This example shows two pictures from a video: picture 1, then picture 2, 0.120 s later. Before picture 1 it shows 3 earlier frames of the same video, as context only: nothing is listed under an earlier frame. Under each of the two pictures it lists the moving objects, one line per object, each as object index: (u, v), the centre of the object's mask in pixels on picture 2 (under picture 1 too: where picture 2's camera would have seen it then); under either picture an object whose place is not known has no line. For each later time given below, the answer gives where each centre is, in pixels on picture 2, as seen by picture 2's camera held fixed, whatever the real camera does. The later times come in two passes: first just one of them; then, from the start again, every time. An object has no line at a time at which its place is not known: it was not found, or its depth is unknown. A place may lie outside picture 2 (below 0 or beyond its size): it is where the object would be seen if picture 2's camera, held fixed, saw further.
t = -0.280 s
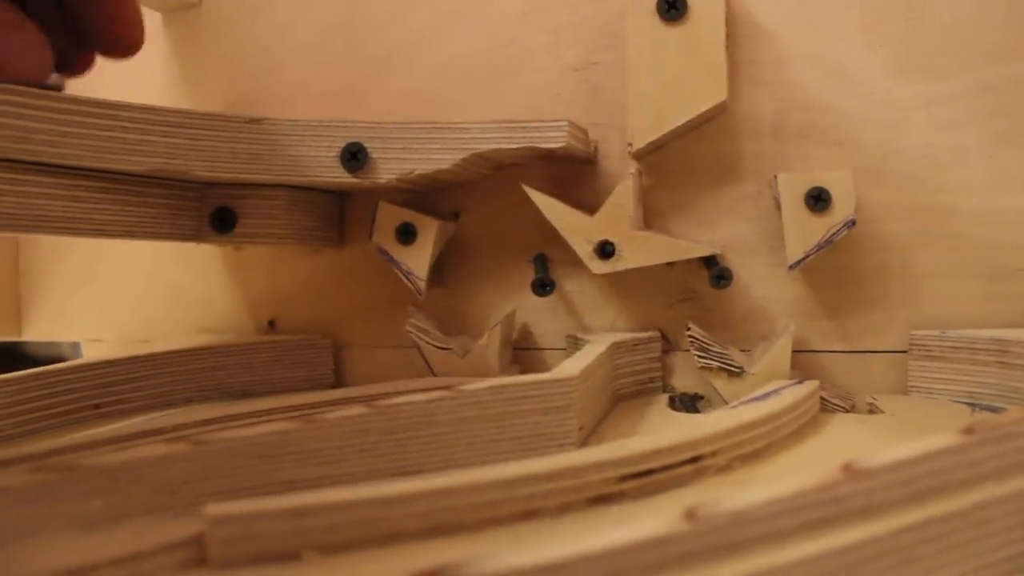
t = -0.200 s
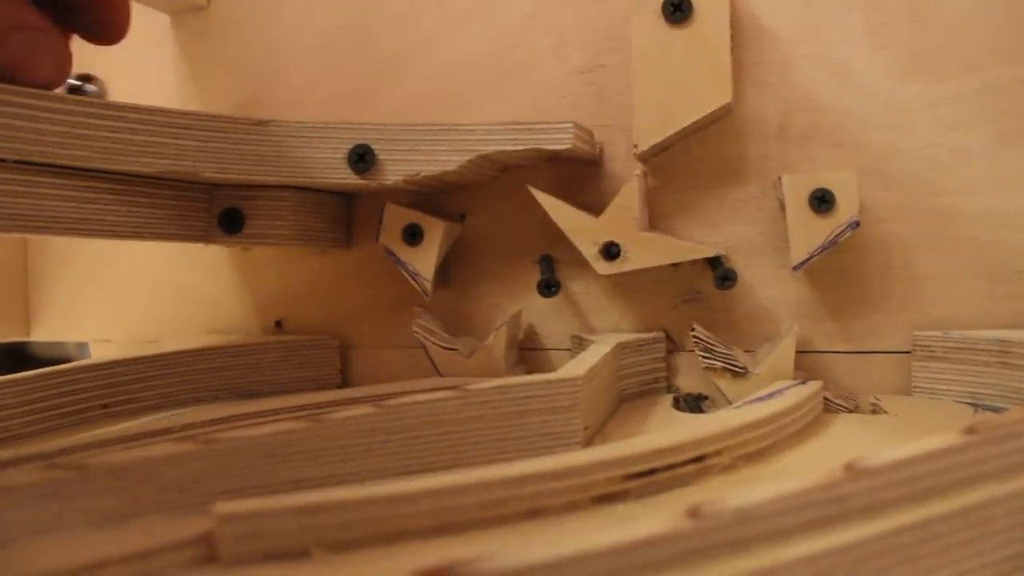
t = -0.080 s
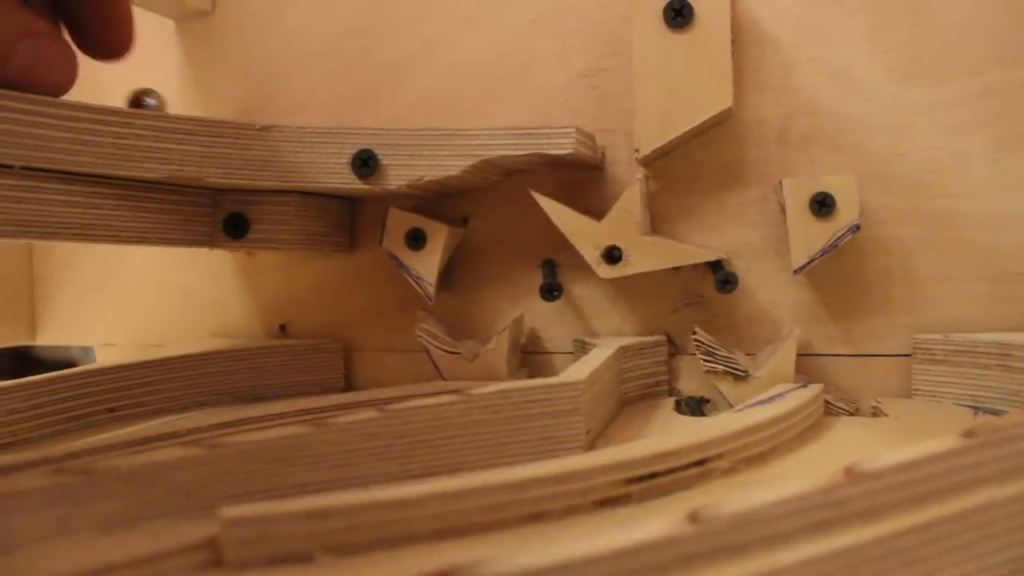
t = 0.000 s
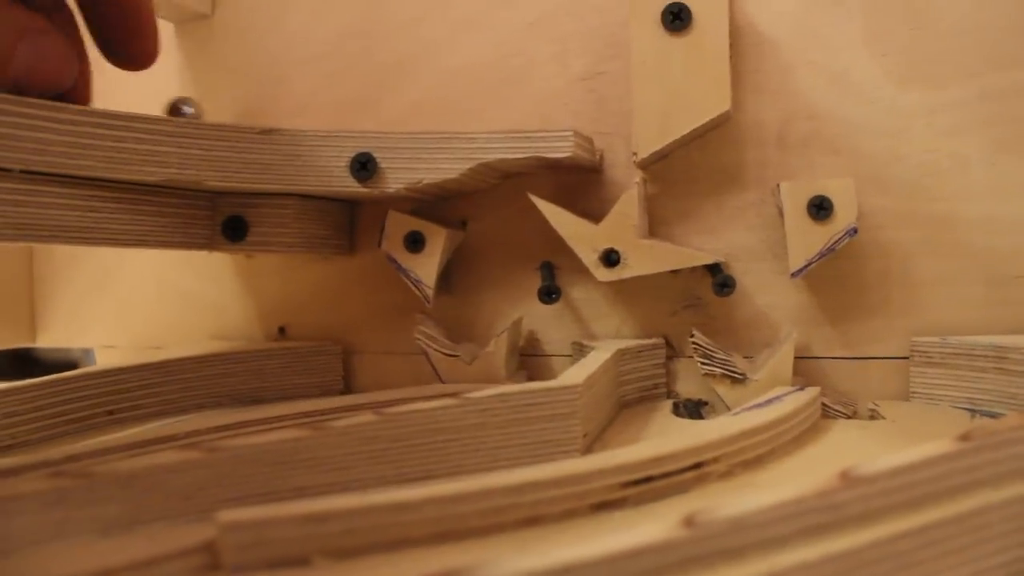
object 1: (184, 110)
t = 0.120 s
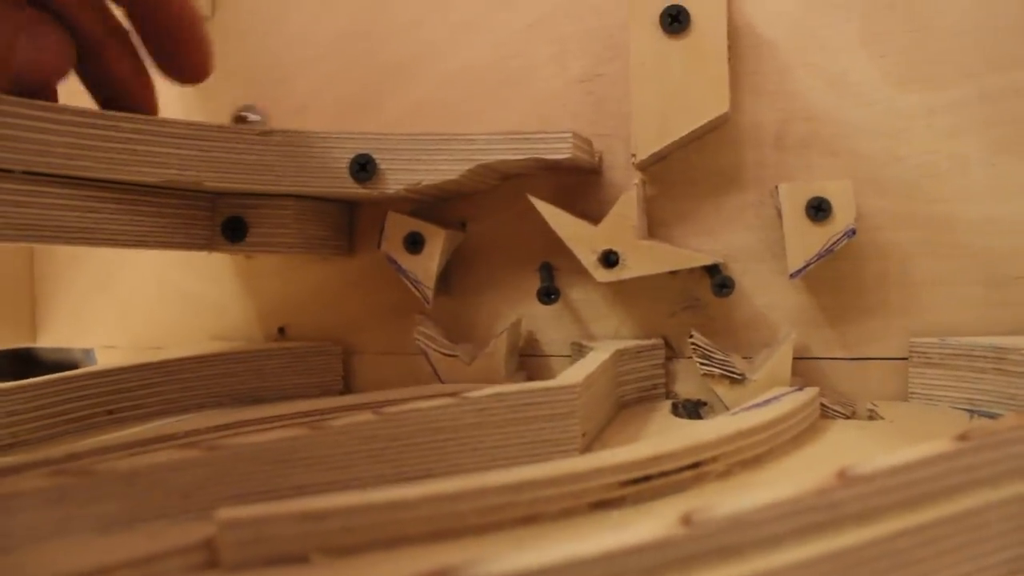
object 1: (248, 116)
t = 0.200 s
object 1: (295, 119)
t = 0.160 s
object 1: (273, 118)
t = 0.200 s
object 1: (295, 119)
